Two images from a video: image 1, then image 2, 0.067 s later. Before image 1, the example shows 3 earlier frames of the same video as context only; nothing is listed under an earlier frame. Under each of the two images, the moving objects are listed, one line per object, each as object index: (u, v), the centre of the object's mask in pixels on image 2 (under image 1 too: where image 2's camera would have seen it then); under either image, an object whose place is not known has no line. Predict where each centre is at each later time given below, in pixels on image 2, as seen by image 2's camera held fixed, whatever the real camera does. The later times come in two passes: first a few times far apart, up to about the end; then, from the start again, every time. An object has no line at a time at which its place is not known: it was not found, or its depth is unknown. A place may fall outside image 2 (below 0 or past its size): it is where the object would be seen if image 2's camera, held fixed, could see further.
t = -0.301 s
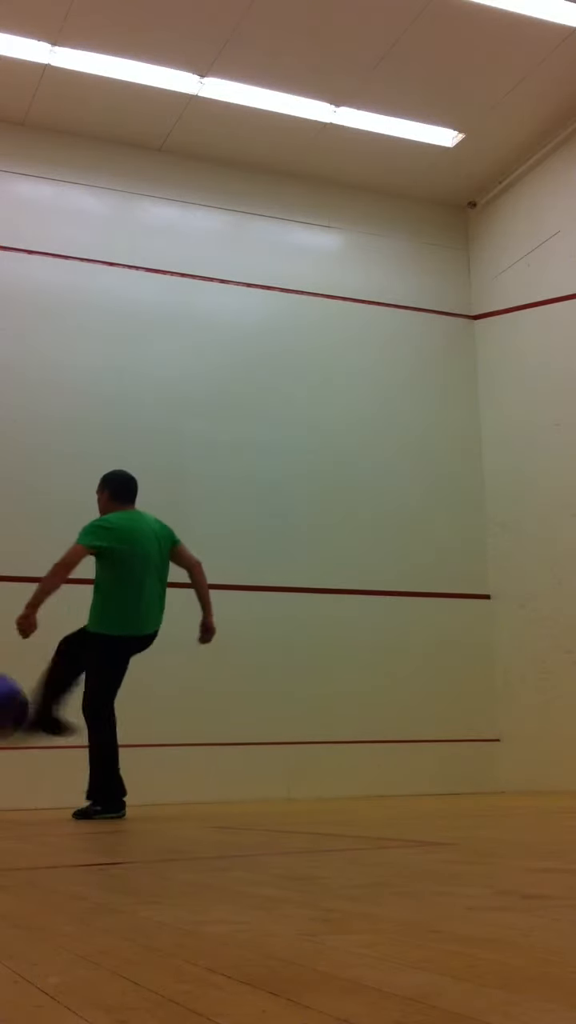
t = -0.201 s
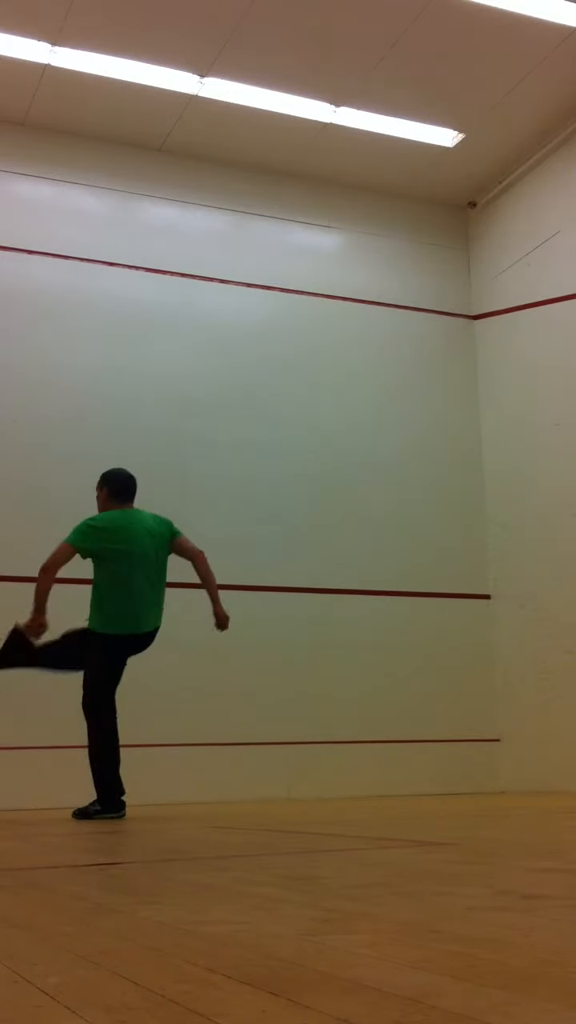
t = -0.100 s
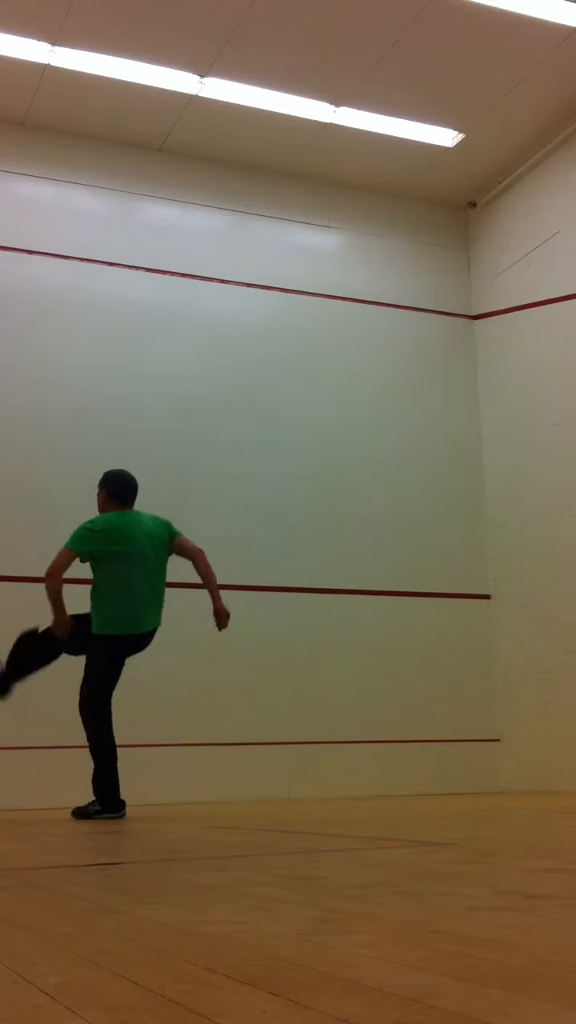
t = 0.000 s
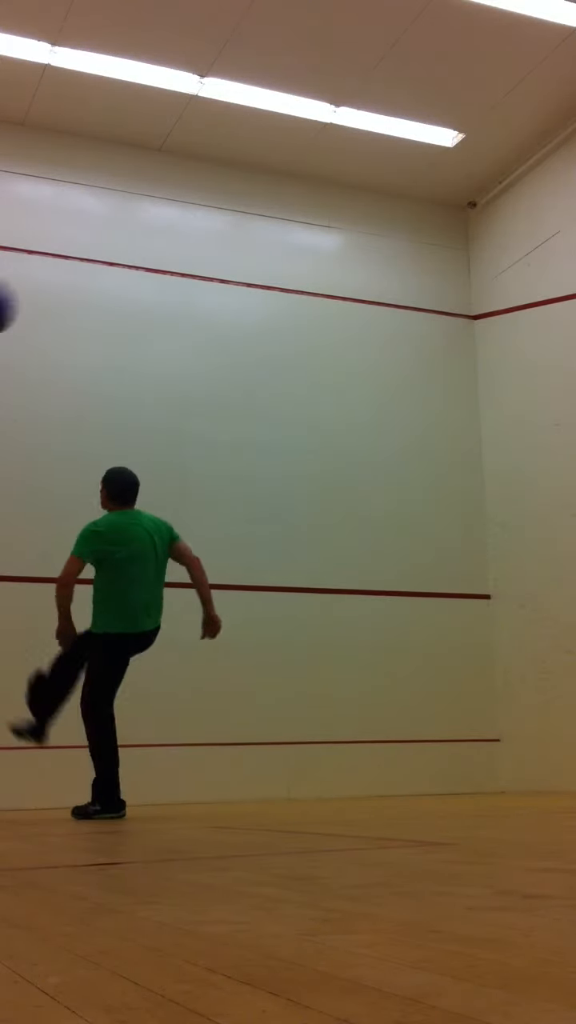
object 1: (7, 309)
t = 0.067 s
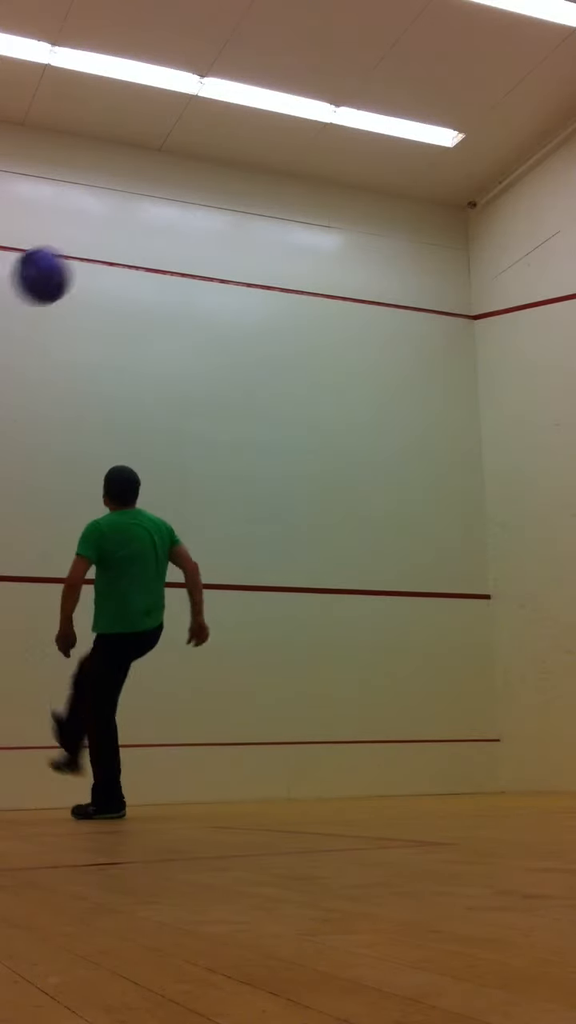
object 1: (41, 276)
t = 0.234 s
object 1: (151, 224)
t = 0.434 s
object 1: (238, 196)
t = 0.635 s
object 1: (298, 199)
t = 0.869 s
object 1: (351, 236)
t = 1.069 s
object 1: (384, 292)
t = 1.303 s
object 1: (413, 381)
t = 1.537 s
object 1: (471, 448)
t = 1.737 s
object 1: (503, 525)
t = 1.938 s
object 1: (507, 638)
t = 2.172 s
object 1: (517, 751)
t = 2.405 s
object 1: (483, 628)
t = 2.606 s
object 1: (455, 569)
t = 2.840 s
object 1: (423, 552)
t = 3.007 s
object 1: (401, 577)
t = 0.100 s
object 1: (67, 264)
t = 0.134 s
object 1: (92, 252)
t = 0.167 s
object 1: (114, 241)
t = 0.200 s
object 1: (134, 232)
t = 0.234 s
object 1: (151, 224)
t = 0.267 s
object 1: (168, 218)
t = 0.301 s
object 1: (185, 212)
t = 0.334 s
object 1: (201, 206)
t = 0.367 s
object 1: (214, 201)
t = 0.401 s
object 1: (226, 198)
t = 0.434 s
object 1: (238, 196)
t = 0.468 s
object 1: (250, 195)
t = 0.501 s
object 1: (261, 194)
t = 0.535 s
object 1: (272, 194)
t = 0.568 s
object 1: (281, 194)
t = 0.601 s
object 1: (289, 196)
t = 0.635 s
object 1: (298, 199)
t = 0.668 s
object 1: (307, 202)
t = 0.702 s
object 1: (315, 206)
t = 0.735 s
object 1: (322, 210)
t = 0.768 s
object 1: (329, 216)
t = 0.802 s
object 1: (336, 222)
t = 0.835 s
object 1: (344, 229)
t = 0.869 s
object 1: (351, 236)
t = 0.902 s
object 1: (356, 243)
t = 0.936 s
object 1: (362, 252)
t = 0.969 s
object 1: (368, 261)
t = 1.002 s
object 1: (374, 271)
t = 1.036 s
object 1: (379, 281)
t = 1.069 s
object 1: (384, 292)
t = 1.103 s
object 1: (389, 303)
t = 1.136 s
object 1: (393, 315)
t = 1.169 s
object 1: (398, 329)
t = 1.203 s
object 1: (403, 341)
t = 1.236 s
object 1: (407, 354)
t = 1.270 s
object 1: (410, 367)
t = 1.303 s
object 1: (413, 381)
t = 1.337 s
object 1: (418, 395)
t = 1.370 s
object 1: (427, 403)
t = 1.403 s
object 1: (437, 410)
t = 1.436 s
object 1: (445, 418)
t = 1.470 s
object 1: (454, 427)
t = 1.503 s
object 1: (462, 437)
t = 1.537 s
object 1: (471, 448)
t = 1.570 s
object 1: (481, 459)
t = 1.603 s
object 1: (490, 470)
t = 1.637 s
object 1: (500, 482)
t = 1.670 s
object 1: (505, 495)
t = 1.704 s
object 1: (504, 510)
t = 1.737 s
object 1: (503, 525)
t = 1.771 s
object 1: (504, 542)
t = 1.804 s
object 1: (504, 559)
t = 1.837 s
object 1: (504, 577)
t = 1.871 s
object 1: (504, 596)
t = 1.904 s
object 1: (505, 617)
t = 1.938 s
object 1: (507, 638)
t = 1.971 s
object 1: (509, 661)
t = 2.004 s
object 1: (512, 684)
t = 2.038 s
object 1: (515, 707)
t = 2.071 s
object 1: (517, 732)
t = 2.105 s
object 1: (520, 758)
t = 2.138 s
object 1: (521, 772)
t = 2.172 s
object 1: (517, 751)
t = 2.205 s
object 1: (513, 729)
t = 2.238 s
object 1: (508, 709)
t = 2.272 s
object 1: (503, 691)
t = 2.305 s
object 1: (498, 673)
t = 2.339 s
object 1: (493, 657)
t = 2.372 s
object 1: (488, 642)
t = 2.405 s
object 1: (483, 628)
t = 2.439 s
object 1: (479, 615)
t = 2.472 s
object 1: (474, 604)
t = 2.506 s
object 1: (469, 593)
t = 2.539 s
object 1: (464, 584)
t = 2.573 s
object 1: (459, 575)
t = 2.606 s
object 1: (455, 569)
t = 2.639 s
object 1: (450, 563)
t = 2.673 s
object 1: (445, 558)
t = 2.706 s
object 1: (441, 554)
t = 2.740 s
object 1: (436, 552)
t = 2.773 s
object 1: (432, 551)
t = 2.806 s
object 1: (427, 551)
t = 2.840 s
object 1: (423, 552)
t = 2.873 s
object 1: (418, 555)
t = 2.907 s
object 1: (414, 559)
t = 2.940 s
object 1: (410, 564)
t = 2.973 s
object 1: (405, 569)
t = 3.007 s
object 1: (401, 577)
